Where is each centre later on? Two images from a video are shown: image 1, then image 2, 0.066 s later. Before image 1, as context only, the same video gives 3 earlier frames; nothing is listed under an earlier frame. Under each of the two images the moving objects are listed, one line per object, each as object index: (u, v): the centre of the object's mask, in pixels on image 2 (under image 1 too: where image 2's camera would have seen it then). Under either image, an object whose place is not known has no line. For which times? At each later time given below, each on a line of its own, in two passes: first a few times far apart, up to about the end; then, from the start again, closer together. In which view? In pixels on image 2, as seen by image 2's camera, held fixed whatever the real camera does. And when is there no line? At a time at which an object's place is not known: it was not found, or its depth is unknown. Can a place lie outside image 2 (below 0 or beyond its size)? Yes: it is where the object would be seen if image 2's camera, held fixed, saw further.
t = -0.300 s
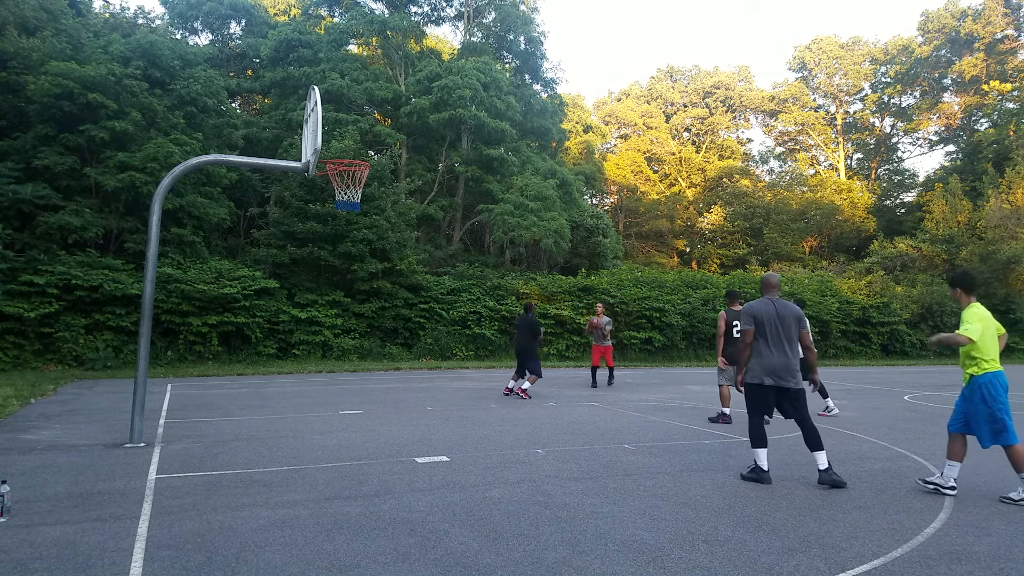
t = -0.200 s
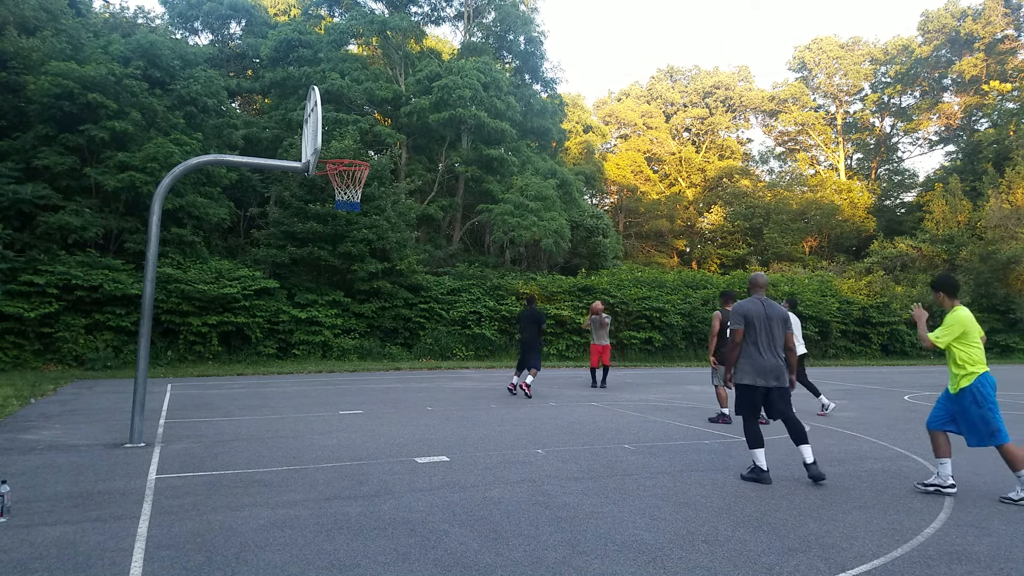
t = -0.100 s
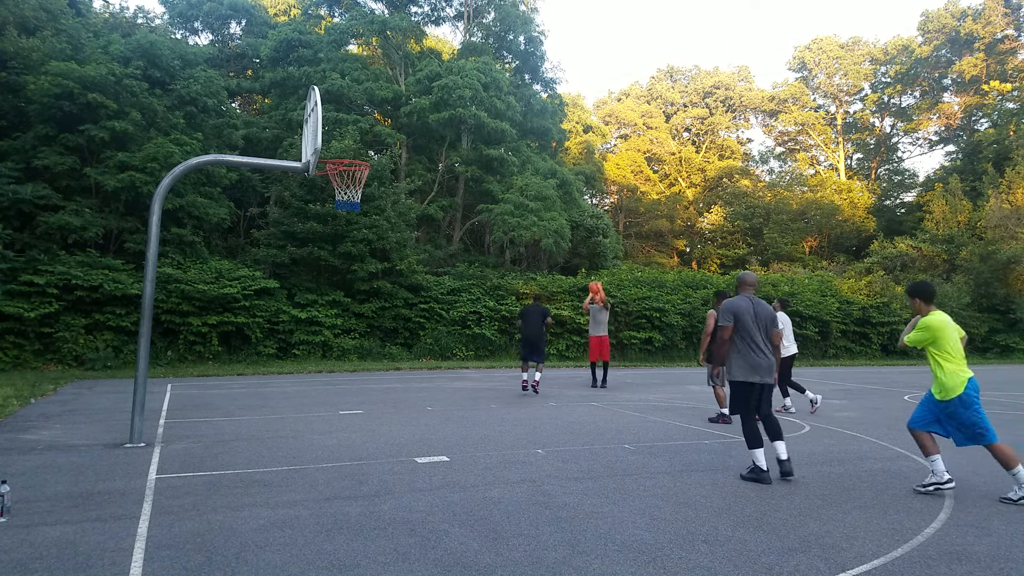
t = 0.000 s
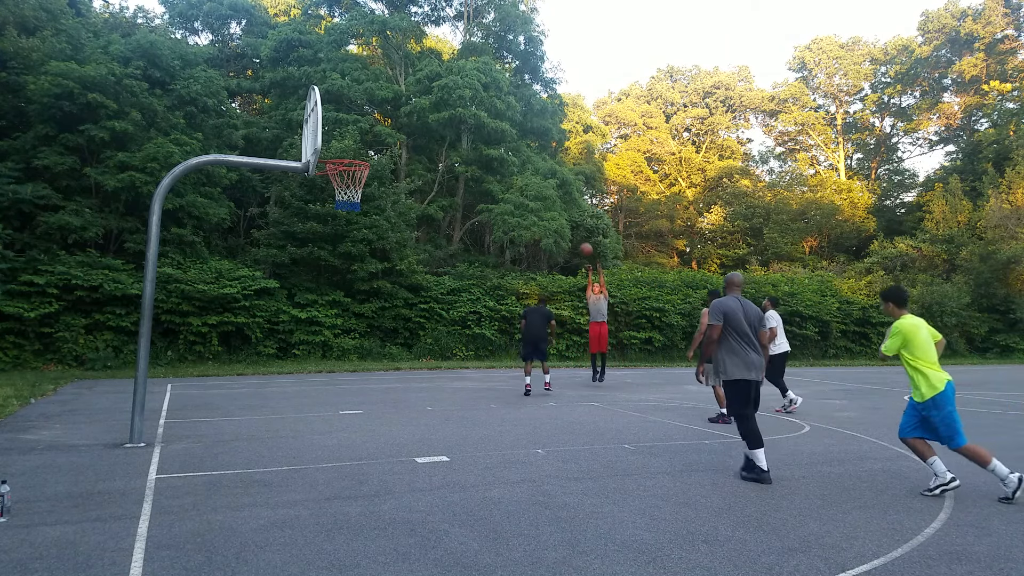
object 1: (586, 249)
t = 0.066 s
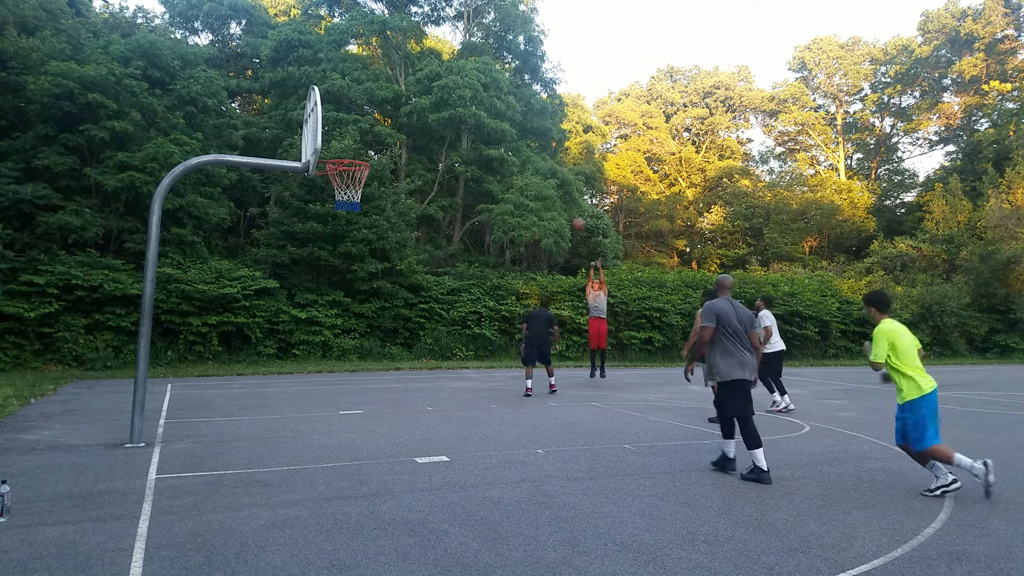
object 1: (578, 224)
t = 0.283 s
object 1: (552, 153)
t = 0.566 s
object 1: (511, 89)
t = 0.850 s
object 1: (461, 68)
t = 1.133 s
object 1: (399, 107)
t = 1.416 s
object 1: (330, 119)
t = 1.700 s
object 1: (372, 108)
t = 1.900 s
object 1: (405, 141)
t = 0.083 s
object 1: (577, 219)
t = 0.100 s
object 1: (575, 213)
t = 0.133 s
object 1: (570, 200)
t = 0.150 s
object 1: (568, 195)
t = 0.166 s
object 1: (567, 189)
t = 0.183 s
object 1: (564, 184)
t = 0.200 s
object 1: (562, 179)
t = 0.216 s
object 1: (560, 173)
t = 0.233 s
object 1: (558, 169)
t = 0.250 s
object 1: (556, 163)
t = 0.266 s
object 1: (553, 158)
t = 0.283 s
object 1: (552, 153)
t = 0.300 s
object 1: (549, 149)
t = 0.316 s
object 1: (547, 144)
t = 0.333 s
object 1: (545, 139)
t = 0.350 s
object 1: (543, 135)
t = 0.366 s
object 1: (540, 131)
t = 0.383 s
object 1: (538, 127)
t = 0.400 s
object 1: (536, 122)
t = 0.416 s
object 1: (533, 119)
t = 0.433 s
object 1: (531, 115)
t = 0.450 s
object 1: (528, 111)
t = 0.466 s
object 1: (527, 108)
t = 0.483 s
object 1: (524, 104)
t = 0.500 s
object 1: (521, 101)
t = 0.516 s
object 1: (519, 97)
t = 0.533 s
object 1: (516, 94)
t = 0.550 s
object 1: (514, 92)
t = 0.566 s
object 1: (511, 89)
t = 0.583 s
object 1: (508, 87)
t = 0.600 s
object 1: (506, 85)
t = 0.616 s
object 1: (504, 83)
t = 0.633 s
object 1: (500, 81)
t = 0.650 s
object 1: (497, 79)
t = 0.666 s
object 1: (494, 77)
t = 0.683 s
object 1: (491, 75)
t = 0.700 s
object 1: (490, 74)
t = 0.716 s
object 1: (486, 72)
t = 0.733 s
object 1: (483, 71)
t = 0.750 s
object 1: (481, 70)
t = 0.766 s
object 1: (477, 69)
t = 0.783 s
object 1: (474, 68)
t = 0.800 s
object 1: (470, 68)
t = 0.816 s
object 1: (468, 68)
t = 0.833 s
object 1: (465, 68)
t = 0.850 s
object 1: (461, 68)
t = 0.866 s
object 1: (458, 69)
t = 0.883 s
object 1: (454, 69)
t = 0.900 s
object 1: (451, 71)
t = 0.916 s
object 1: (448, 71)
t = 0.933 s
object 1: (444, 73)
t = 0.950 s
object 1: (441, 74)
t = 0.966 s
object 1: (437, 76)
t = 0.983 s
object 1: (435, 77)
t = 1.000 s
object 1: (431, 80)
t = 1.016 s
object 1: (426, 84)
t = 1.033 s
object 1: (423, 85)
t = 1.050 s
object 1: (420, 88)
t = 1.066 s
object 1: (416, 92)
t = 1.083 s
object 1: (412, 95)
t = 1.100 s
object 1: (409, 99)
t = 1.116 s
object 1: (404, 102)
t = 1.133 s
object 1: (399, 107)
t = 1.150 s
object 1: (396, 111)
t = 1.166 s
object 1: (392, 116)
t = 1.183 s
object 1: (388, 121)
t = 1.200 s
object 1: (384, 127)
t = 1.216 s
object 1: (380, 132)
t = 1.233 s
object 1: (375, 138)
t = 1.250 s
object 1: (371, 144)
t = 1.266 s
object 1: (366, 151)
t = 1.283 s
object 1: (363, 153)
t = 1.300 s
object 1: (358, 148)
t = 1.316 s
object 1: (354, 143)
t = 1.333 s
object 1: (349, 138)
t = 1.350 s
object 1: (345, 134)
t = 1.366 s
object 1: (340, 130)
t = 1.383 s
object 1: (336, 126)
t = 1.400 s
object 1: (333, 122)
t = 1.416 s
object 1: (330, 119)
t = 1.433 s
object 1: (329, 116)
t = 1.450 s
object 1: (331, 115)
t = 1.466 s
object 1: (333, 111)
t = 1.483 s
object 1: (336, 109)
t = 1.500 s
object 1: (339, 107)
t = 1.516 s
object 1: (341, 105)
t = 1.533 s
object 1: (344, 105)
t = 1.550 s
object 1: (347, 104)
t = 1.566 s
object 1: (350, 104)
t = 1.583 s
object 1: (352, 103)
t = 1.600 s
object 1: (355, 103)
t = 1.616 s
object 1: (358, 103)
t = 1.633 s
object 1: (360, 104)
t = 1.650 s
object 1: (364, 104)
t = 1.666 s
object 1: (366, 105)
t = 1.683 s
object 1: (369, 107)
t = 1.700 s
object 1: (372, 108)
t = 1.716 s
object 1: (375, 110)
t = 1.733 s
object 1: (378, 112)
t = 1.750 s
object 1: (381, 114)
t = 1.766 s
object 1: (383, 116)
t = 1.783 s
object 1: (386, 119)
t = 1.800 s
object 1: (390, 122)
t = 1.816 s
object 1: (392, 124)
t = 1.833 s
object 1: (395, 127)
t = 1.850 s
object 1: (398, 131)
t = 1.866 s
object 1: (400, 134)
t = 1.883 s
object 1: (402, 137)
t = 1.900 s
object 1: (405, 141)
